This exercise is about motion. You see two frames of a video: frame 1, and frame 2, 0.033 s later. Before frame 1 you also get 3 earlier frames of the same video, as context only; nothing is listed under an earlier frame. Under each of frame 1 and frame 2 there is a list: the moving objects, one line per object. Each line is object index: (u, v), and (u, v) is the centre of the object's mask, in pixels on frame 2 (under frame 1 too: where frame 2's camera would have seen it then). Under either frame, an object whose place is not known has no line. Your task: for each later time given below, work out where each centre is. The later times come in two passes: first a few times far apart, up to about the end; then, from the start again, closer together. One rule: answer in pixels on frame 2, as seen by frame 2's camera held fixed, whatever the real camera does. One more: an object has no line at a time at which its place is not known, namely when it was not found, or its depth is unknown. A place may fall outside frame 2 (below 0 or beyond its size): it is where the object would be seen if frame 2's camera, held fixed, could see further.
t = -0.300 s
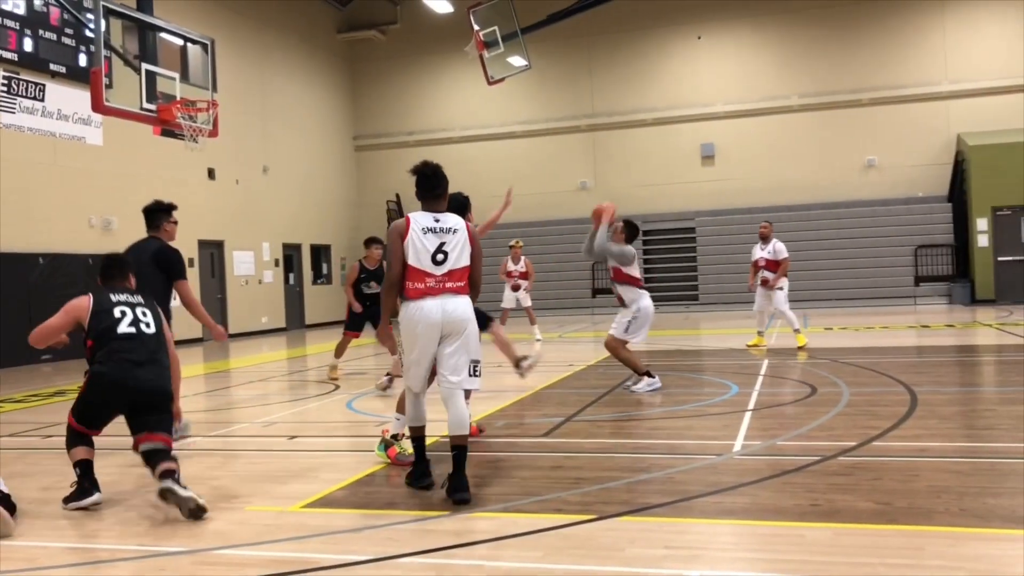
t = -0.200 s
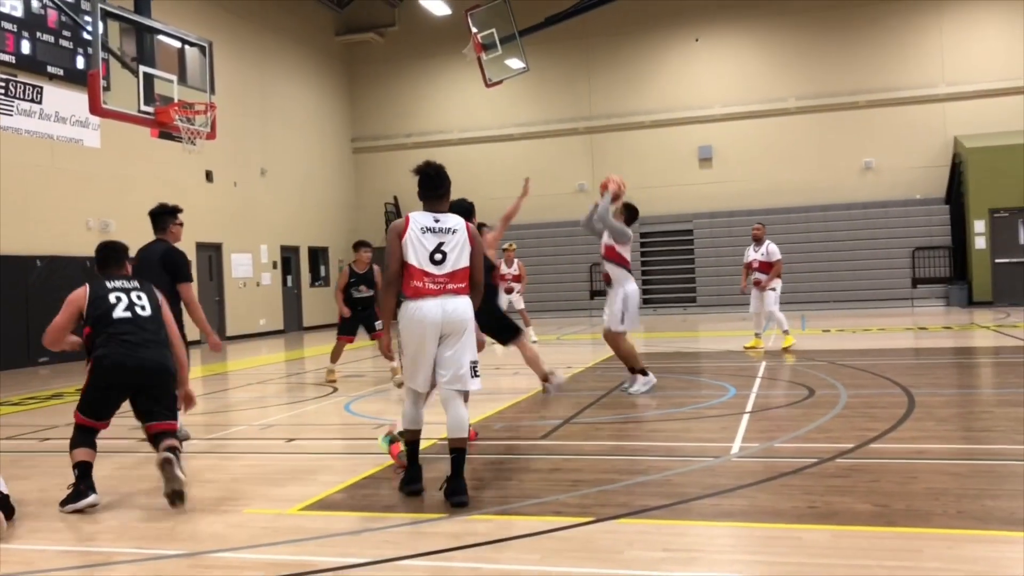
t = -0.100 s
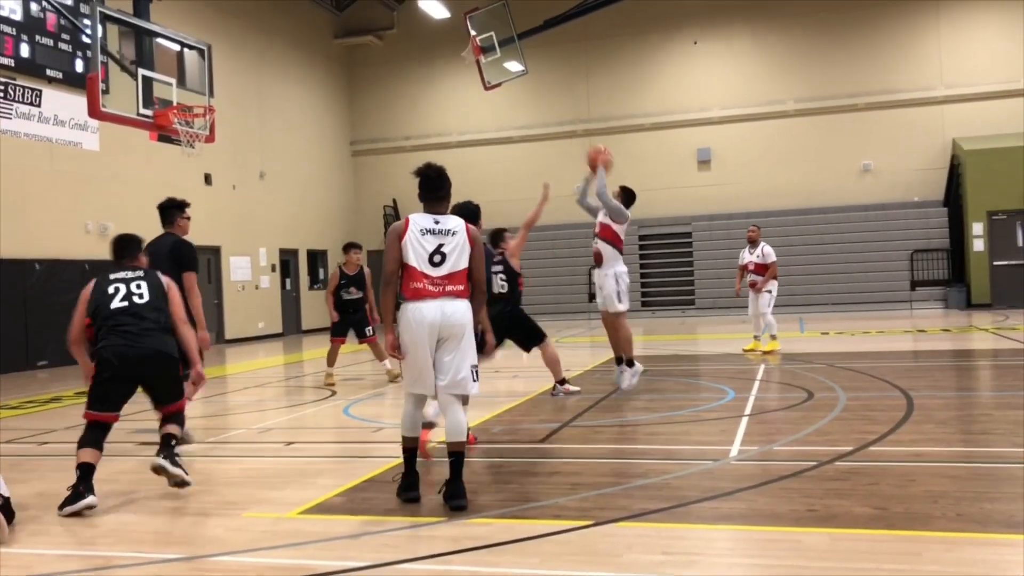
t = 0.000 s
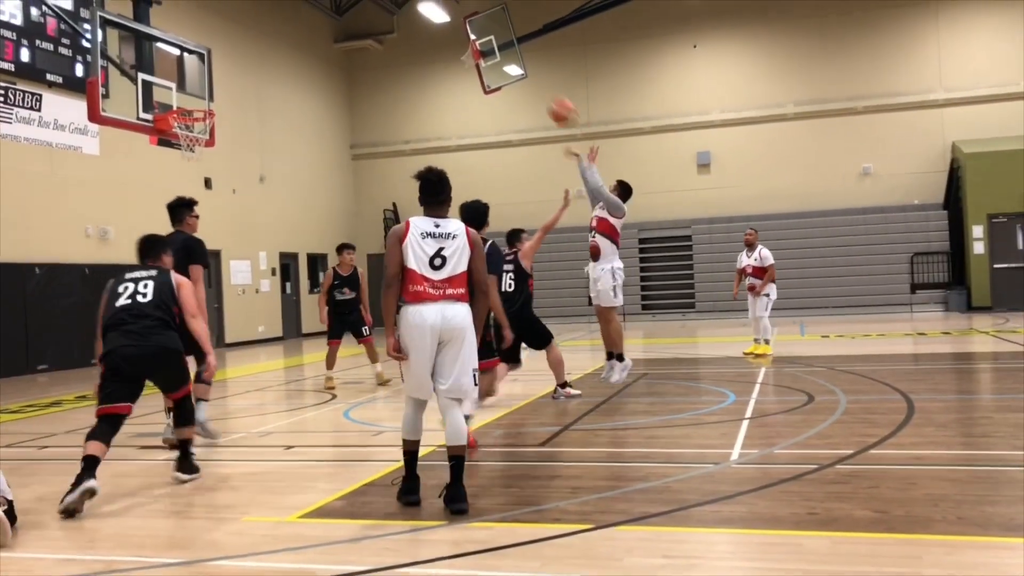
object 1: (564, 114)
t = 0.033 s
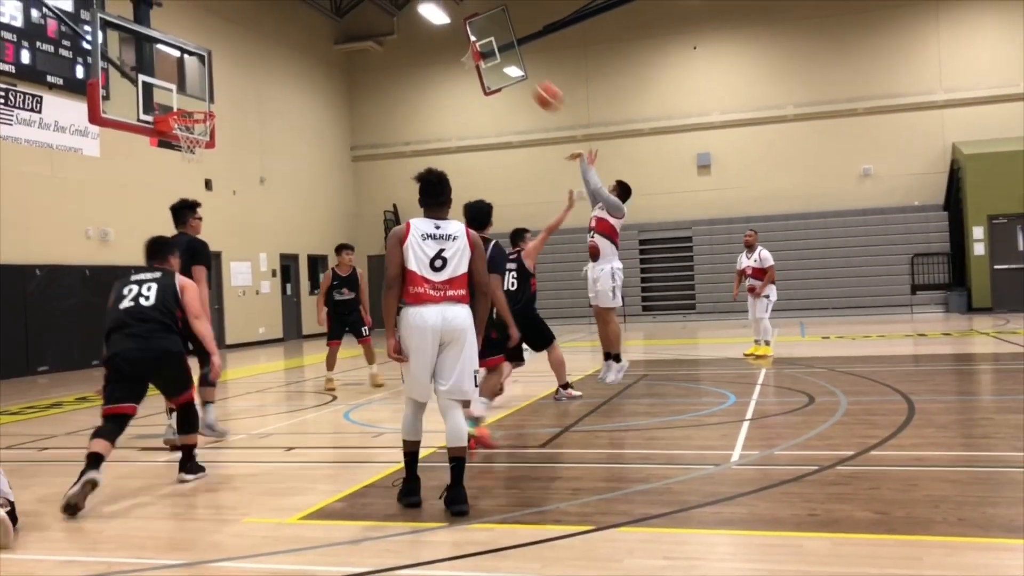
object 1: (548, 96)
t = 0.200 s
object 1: (475, 31)
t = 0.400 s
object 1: (398, -6)
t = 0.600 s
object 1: (328, -3)
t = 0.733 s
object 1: (284, 18)
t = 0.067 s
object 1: (534, 82)
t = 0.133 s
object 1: (505, 53)
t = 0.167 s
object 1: (491, 41)
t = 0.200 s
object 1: (475, 31)
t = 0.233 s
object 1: (463, 23)
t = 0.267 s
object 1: (452, 15)
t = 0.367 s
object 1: (410, -2)
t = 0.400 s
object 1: (398, -6)
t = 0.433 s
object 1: (386, -8)
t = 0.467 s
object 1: (373, -9)
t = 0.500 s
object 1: (361, -9)
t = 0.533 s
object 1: (350, -8)
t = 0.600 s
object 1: (328, -3)
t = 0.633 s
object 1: (317, 0)
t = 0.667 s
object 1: (306, 5)
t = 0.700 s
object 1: (294, 11)
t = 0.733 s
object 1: (284, 18)
